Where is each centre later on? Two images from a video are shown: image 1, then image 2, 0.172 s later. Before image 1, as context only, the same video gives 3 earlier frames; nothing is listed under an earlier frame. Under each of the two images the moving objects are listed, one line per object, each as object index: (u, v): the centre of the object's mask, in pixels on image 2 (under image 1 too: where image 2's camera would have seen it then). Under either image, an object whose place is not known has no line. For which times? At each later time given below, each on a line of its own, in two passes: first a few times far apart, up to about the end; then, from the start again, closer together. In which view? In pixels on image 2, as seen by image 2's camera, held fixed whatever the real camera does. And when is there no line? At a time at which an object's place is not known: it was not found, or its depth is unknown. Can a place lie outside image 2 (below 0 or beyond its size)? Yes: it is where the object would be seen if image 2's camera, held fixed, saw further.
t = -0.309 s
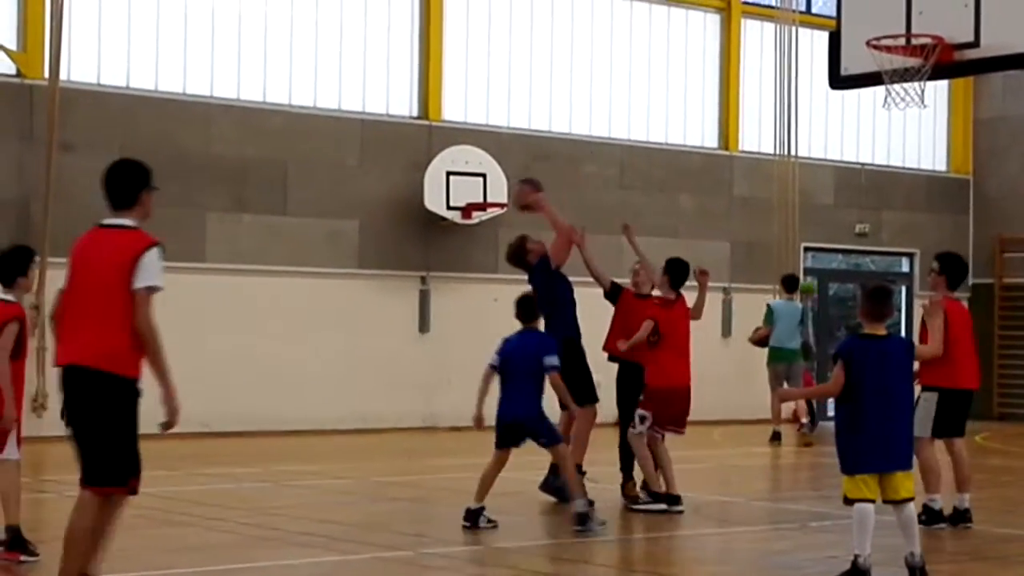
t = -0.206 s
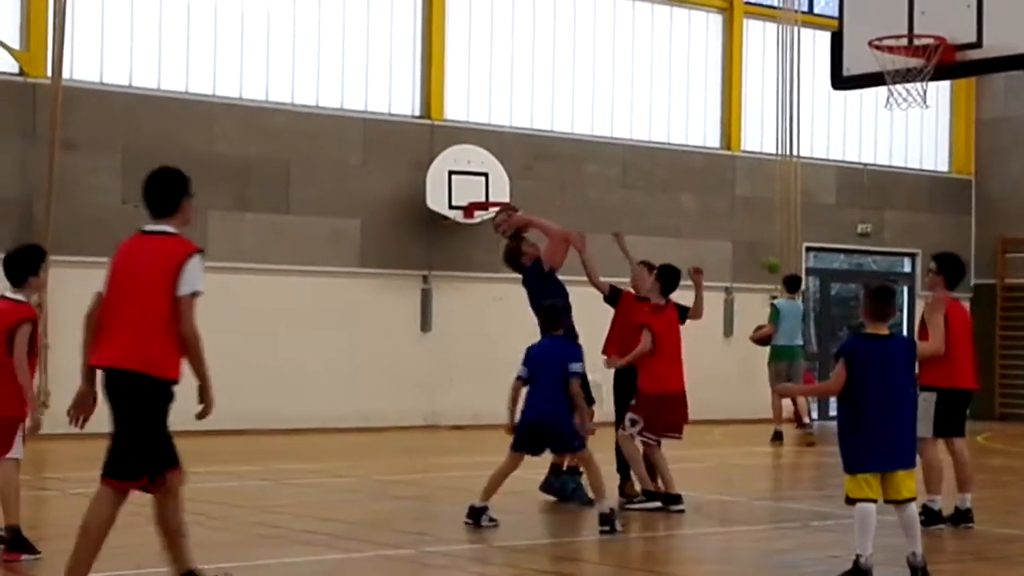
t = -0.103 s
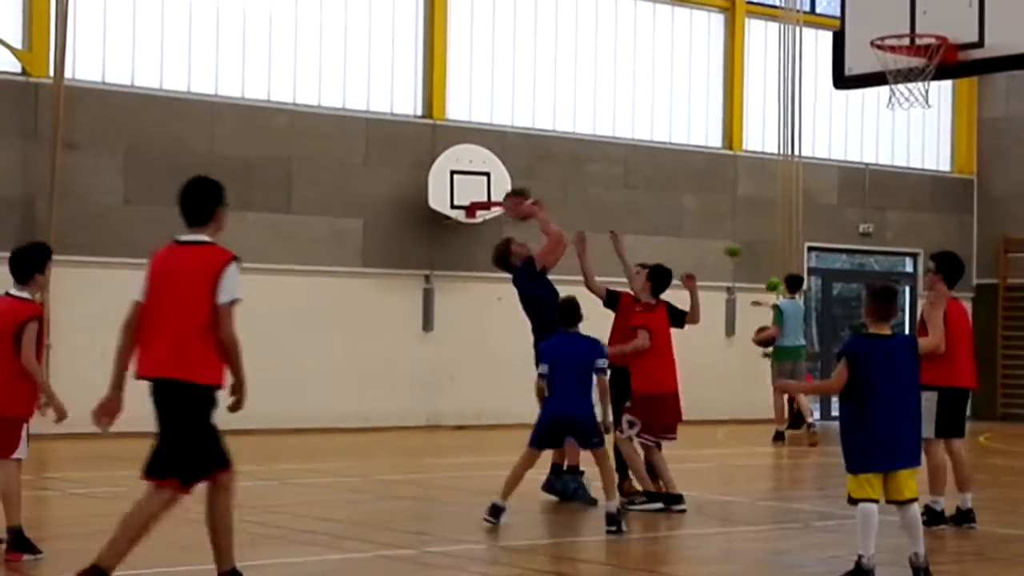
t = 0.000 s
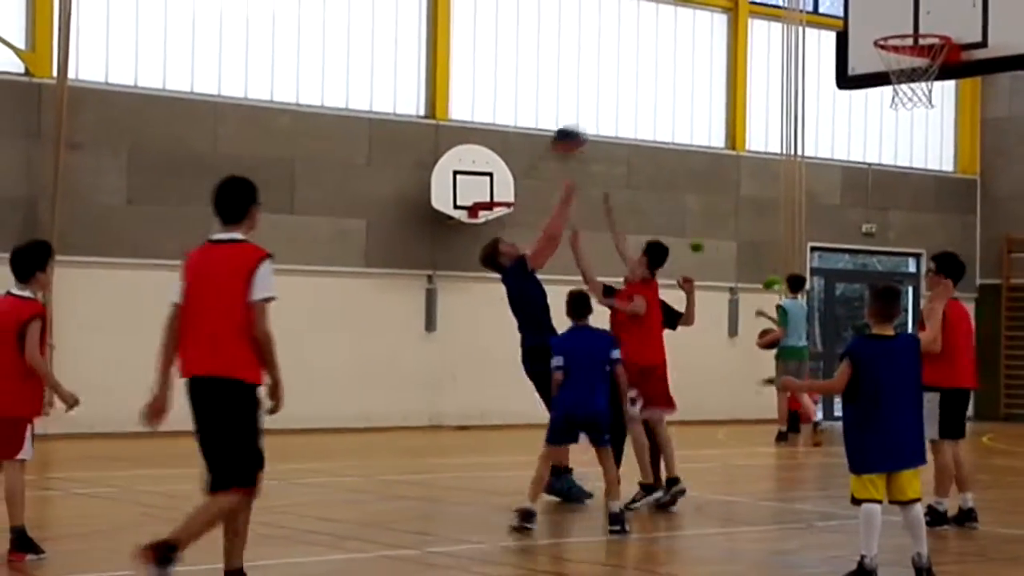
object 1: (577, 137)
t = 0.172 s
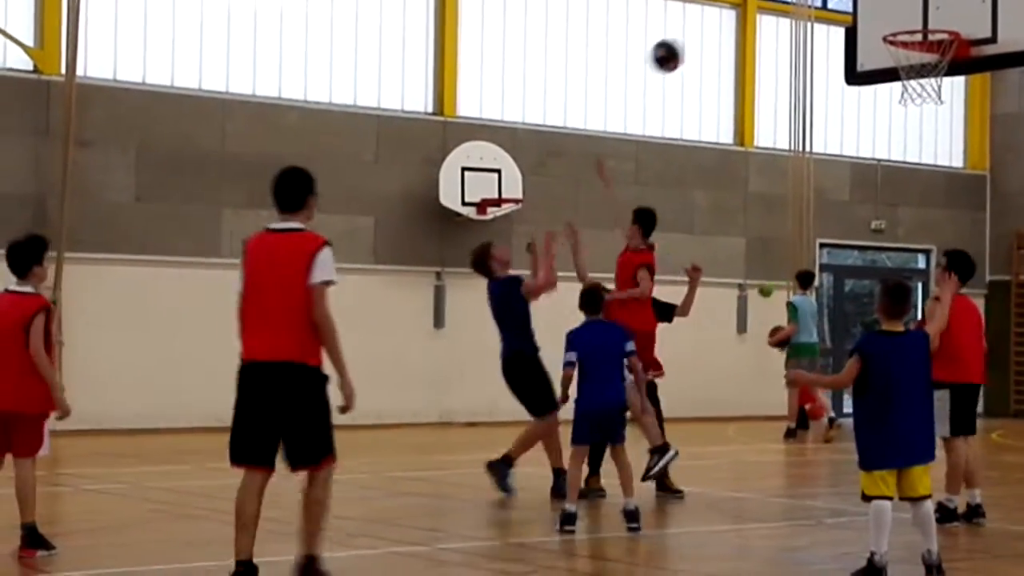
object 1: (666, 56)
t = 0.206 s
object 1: (685, 44)
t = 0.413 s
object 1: (795, 9)
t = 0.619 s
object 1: (888, 20)
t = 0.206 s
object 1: (685, 44)
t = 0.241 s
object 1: (703, 33)
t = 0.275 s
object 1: (721, 25)
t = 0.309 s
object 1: (740, 20)
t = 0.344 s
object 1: (755, 14)
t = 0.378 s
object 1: (776, 11)
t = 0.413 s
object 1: (795, 9)
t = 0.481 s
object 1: (830, 10)
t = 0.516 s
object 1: (848, 11)
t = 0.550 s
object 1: (866, 13)
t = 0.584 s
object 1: (885, 18)
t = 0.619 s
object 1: (888, 20)
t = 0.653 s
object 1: (889, 23)
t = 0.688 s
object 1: (879, 28)
